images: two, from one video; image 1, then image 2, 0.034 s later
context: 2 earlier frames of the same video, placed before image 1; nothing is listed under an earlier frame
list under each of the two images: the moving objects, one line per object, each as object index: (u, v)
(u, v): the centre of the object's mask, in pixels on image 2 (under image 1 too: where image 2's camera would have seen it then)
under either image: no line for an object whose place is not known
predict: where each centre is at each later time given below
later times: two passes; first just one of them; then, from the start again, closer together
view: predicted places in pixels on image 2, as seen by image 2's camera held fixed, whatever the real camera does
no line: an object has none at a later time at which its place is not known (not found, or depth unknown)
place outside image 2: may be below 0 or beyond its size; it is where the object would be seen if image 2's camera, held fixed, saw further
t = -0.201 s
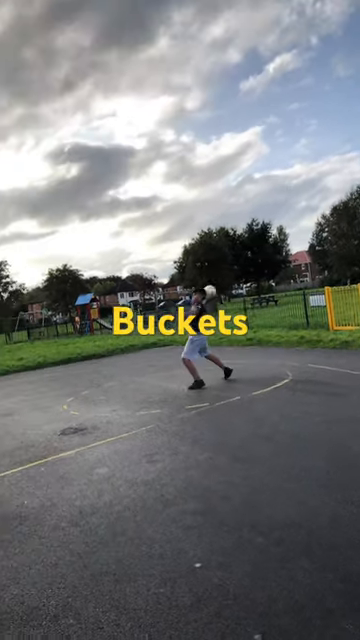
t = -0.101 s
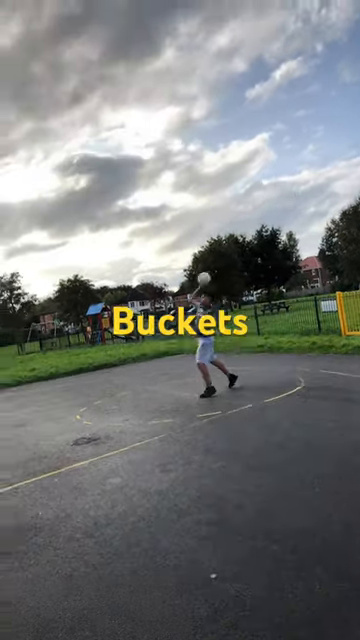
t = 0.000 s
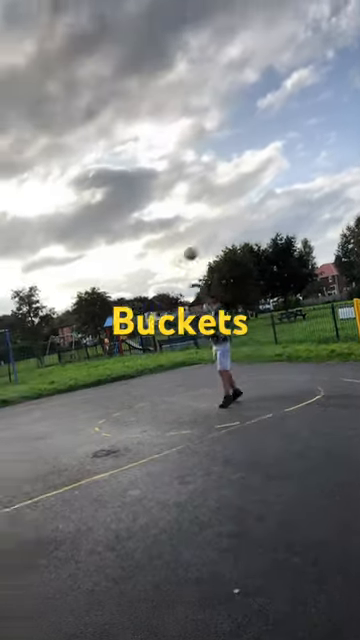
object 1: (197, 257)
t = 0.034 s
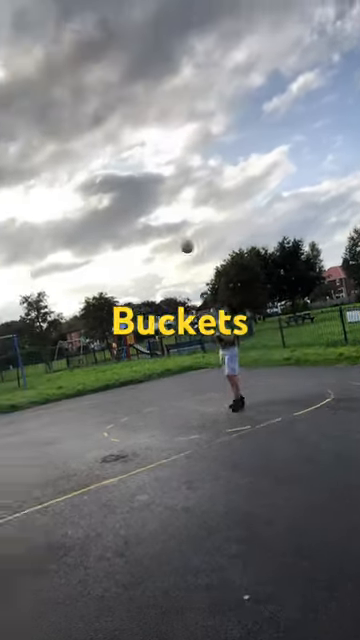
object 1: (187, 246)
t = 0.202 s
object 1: (135, 201)
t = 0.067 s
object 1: (176, 236)
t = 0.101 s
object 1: (166, 225)
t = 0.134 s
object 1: (155, 217)
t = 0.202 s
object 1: (135, 201)
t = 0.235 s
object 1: (124, 194)
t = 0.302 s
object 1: (105, 181)
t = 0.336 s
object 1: (96, 176)
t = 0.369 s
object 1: (86, 172)
